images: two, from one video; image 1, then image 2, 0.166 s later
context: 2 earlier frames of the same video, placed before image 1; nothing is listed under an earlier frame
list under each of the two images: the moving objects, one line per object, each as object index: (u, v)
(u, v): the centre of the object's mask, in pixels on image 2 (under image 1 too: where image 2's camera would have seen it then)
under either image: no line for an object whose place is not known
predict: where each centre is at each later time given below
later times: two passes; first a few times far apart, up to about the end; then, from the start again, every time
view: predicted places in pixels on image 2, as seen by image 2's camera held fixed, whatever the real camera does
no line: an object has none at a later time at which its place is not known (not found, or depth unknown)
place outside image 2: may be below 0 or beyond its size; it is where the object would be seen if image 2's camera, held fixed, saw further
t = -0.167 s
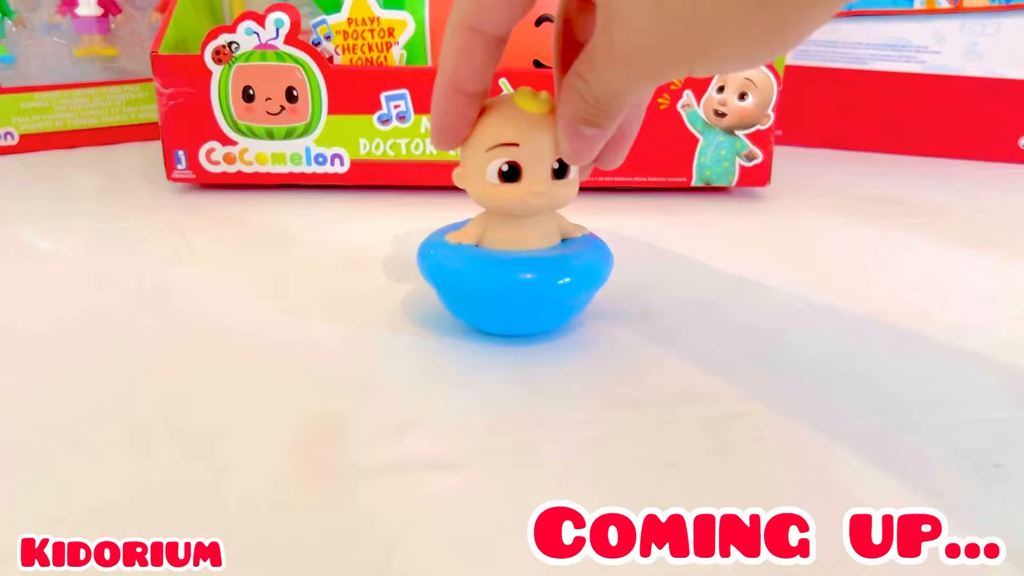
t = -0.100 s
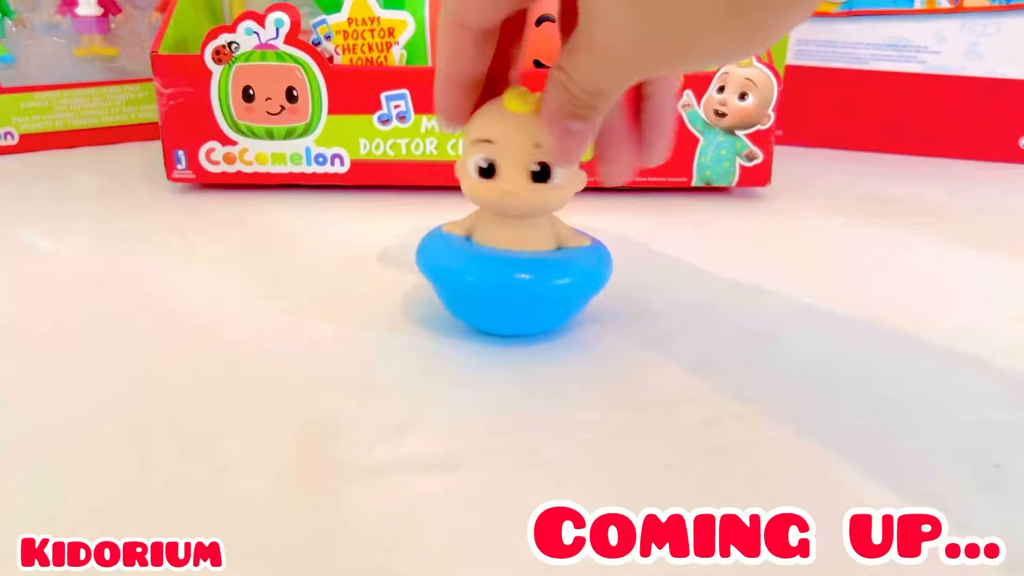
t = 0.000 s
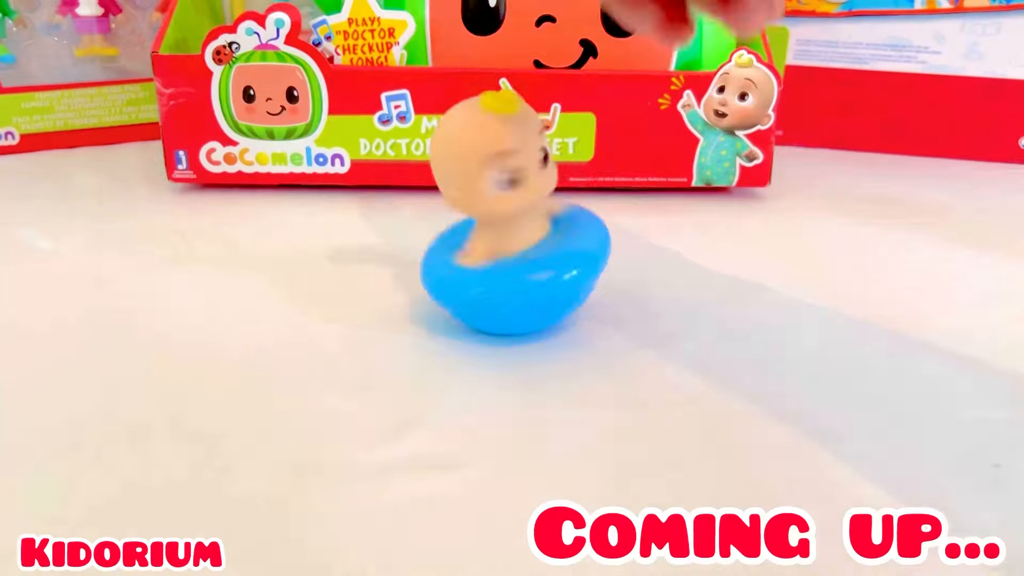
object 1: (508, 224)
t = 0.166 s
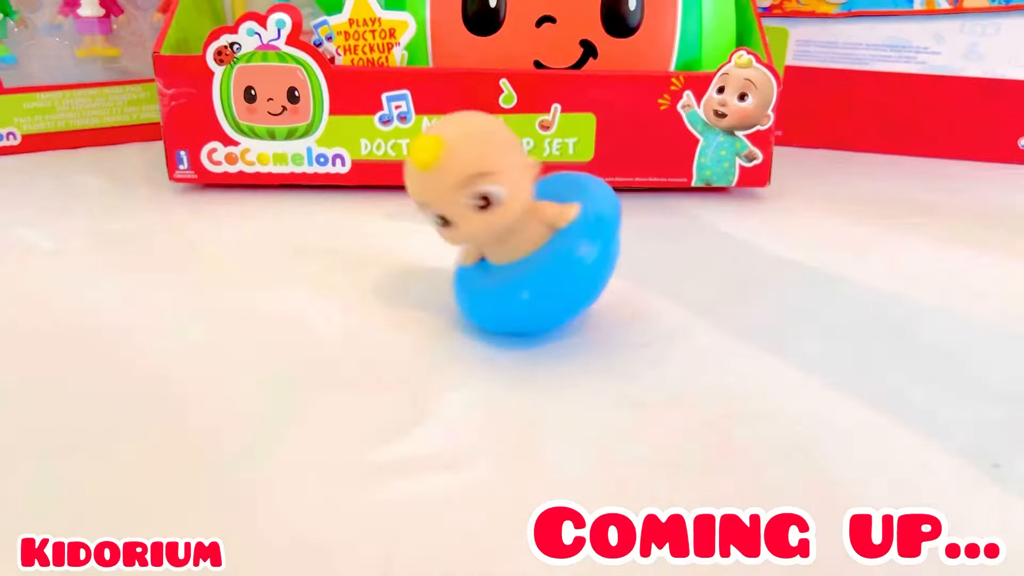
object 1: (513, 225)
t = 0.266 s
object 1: (573, 223)
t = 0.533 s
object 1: (589, 215)
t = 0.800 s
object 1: (542, 211)
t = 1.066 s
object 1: (491, 208)
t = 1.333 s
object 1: (510, 229)
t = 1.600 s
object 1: (542, 214)
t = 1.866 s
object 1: (492, 216)
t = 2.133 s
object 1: (475, 234)
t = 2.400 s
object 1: (544, 246)
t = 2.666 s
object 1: (562, 225)
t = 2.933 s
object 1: (524, 222)
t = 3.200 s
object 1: (508, 234)
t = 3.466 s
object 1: (533, 244)
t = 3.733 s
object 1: (552, 238)
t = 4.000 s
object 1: (545, 239)
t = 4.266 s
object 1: (549, 236)
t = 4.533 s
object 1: (539, 232)
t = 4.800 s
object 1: (524, 238)
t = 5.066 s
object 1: (543, 238)
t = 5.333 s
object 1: (533, 236)
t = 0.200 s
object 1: (524, 220)
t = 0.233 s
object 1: (549, 221)
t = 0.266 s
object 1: (573, 223)
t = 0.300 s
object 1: (586, 229)
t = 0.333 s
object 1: (572, 238)
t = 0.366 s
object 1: (557, 247)
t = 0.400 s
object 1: (541, 230)
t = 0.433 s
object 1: (535, 217)
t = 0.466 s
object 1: (553, 215)
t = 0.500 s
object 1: (573, 216)
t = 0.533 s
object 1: (589, 215)
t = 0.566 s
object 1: (597, 218)
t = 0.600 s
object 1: (584, 224)
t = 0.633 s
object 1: (558, 233)
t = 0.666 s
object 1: (537, 224)
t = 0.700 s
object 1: (517, 216)
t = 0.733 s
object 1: (515, 210)
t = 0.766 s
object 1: (529, 211)
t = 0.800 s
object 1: (542, 211)
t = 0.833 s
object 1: (557, 210)
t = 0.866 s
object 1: (570, 210)
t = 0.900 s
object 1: (569, 215)
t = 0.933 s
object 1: (552, 222)
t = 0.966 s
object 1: (532, 231)
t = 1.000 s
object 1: (515, 223)
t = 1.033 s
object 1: (495, 214)
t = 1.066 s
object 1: (491, 208)
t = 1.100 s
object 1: (503, 207)
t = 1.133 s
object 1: (520, 208)
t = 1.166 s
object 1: (534, 207)
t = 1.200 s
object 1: (548, 206)
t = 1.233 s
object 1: (553, 210)
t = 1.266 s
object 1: (545, 216)
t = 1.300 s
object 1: (525, 226)
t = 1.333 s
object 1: (510, 229)
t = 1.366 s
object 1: (492, 221)
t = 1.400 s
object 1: (479, 215)
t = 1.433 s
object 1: (479, 211)
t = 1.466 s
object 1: (491, 210)
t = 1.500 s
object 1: (505, 211)
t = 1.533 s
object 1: (520, 211)
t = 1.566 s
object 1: (535, 211)
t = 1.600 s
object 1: (542, 214)
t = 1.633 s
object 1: (535, 221)
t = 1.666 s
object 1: (515, 232)
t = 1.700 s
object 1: (498, 236)
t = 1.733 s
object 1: (480, 229)
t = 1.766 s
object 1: (468, 223)
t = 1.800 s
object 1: (466, 217)
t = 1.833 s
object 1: (475, 215)
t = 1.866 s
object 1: (492, 216)
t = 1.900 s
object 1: (510, 217)
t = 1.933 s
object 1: (527, 218)
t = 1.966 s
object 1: (535, 225)
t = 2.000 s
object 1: (530, 234)
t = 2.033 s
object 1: (515, 244)
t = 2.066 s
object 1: (501, 247)
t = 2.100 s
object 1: (485, 240)
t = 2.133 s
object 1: (475, 234)
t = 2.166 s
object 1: (477, 229)
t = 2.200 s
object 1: (490, 225)
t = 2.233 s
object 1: (510, 226)
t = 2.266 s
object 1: (530, 227)
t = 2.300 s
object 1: (547, 228)
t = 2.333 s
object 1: (556, 234)
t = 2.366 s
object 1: (555, 240)
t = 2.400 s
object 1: (544, 246)
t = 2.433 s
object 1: (533, 249)
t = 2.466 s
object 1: (520, 244)
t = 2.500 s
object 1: (510, 237)
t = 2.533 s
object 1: (507, 230)
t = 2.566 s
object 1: (516, 225)
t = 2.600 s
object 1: (533, 224)
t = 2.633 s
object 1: (549, 223)
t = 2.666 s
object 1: (562, 225)
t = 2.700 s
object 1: (570, 230)
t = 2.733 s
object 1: (569, 235)
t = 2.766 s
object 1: (559, 239)
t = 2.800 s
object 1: (545, 241)
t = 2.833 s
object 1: (530, 238)
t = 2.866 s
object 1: (519, 232)
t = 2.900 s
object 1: (516, 226)
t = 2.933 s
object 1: (524, 222)
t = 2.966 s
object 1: (535, 220)
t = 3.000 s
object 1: (545, 220)
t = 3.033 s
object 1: (553, 223)
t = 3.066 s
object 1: (555, 229)
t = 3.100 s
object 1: (549, 234)
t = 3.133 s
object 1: (536, 238)
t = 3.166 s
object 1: (521, 239)
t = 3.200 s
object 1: (508, 234)
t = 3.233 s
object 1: (503, 228)
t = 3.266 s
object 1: (506, 224)
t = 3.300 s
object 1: (517, 223)
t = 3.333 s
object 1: (533, 225)
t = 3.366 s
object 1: (544, 228)
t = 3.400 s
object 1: (548, 235)
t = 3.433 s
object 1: (543, 241)
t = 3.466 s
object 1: (533, 244)
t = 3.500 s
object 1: (521, 242)
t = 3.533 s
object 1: (514, 238)
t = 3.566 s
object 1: (516, 234)
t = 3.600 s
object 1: (527, 231)
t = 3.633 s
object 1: (542, 230)
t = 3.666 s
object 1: (554, 231)
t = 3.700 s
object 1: (558, 235)
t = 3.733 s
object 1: (552, 238)
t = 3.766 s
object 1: (540, 239)
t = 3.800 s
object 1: (528, 237)
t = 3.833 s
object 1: (523, 232)
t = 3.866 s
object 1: (528, 229)
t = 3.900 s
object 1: (537, 228)
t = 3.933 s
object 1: (544, 230)
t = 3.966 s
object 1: (548, 235)
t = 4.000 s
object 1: (545, 239)
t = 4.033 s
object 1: (538, 241)
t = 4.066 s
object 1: (530, 242)
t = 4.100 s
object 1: (525, 239)
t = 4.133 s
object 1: (527, 236)
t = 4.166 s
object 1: (534, 233)
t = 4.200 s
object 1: (541, 231)
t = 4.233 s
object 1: (547, 233)
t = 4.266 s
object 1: (549, 236)
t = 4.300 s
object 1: (547, 239)
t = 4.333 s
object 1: (541, 241)
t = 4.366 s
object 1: (534, 242)
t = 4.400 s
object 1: (525, 240)
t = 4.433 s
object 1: (522, 238)
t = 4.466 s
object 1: (525, 235)
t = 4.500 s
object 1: (533, 233)
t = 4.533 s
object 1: (539, 232)
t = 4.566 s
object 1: (545, 233)
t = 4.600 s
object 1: (548, 235)
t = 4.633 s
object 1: (549, 237)
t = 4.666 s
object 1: (547, 239)
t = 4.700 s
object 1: (543, 241)
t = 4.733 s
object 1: (537, 241)
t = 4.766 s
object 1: (531, 240)
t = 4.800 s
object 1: (524, 238)
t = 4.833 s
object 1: (523, 236)
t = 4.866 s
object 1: (527, 235)
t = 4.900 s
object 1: (533, 234)
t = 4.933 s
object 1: (538, 234)
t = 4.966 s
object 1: (541, 234)
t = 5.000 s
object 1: (543, 235)
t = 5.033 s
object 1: (544, 236)
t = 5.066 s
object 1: (543, 238)
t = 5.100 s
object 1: (541, 238)
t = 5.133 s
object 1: (538, 239)
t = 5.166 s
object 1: (534, 239)
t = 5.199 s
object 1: (529, 239)
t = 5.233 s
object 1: (524, 238)
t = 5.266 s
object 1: (525, 237)
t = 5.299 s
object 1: (529, 236)
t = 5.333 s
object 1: (533, 236)
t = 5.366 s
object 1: (535, 235)
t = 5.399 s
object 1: (535, 235)
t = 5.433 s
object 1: (535, 236)
